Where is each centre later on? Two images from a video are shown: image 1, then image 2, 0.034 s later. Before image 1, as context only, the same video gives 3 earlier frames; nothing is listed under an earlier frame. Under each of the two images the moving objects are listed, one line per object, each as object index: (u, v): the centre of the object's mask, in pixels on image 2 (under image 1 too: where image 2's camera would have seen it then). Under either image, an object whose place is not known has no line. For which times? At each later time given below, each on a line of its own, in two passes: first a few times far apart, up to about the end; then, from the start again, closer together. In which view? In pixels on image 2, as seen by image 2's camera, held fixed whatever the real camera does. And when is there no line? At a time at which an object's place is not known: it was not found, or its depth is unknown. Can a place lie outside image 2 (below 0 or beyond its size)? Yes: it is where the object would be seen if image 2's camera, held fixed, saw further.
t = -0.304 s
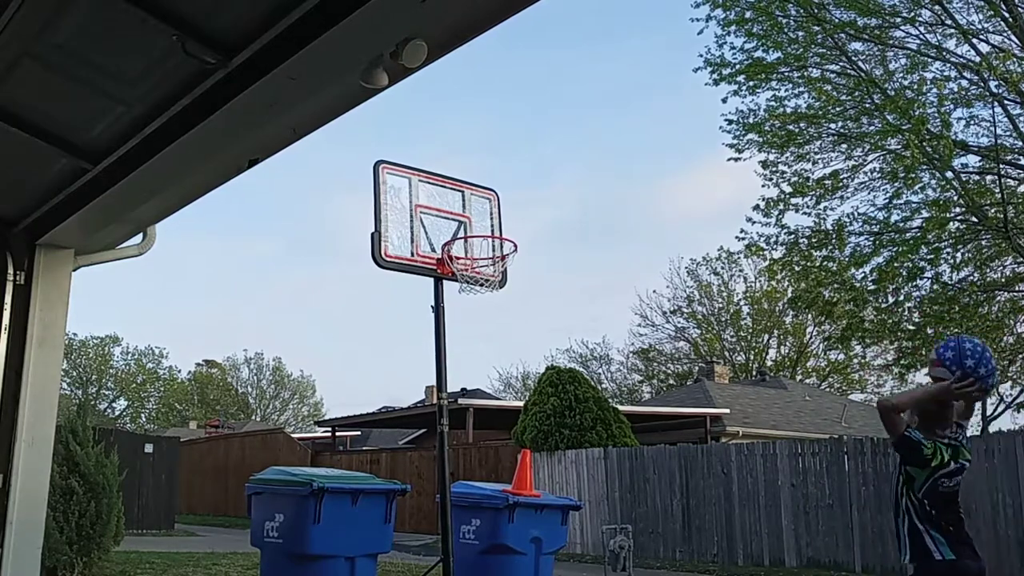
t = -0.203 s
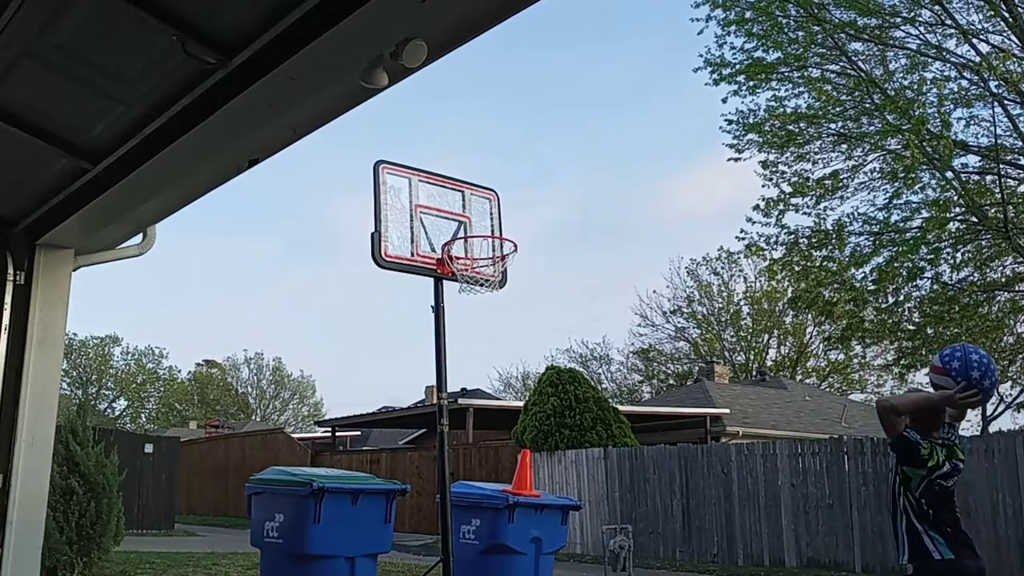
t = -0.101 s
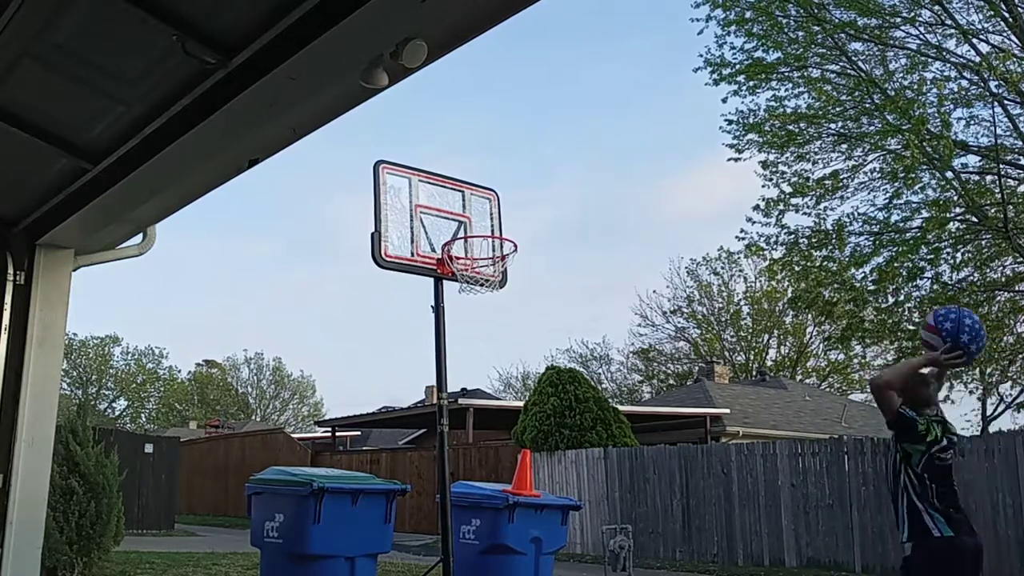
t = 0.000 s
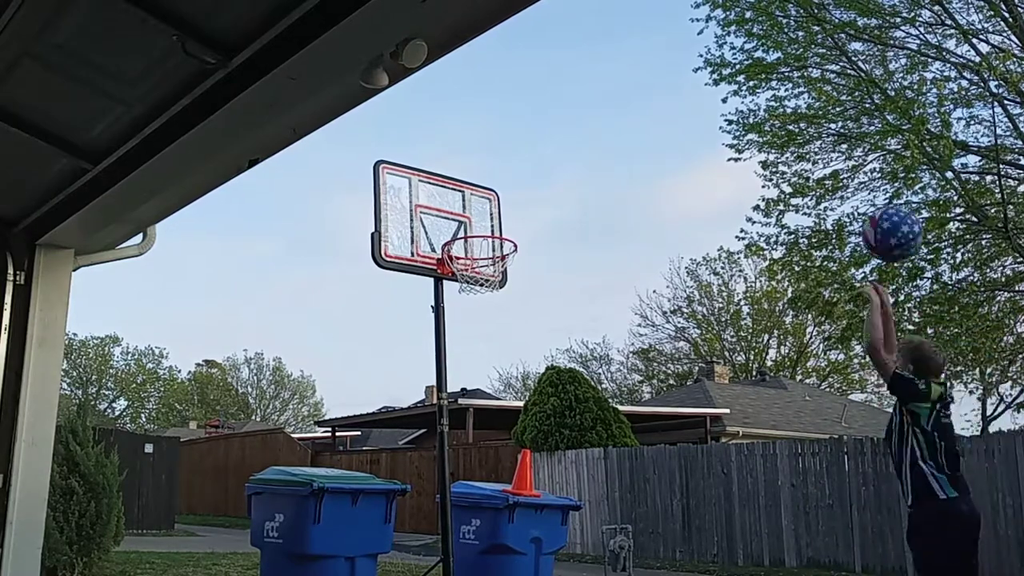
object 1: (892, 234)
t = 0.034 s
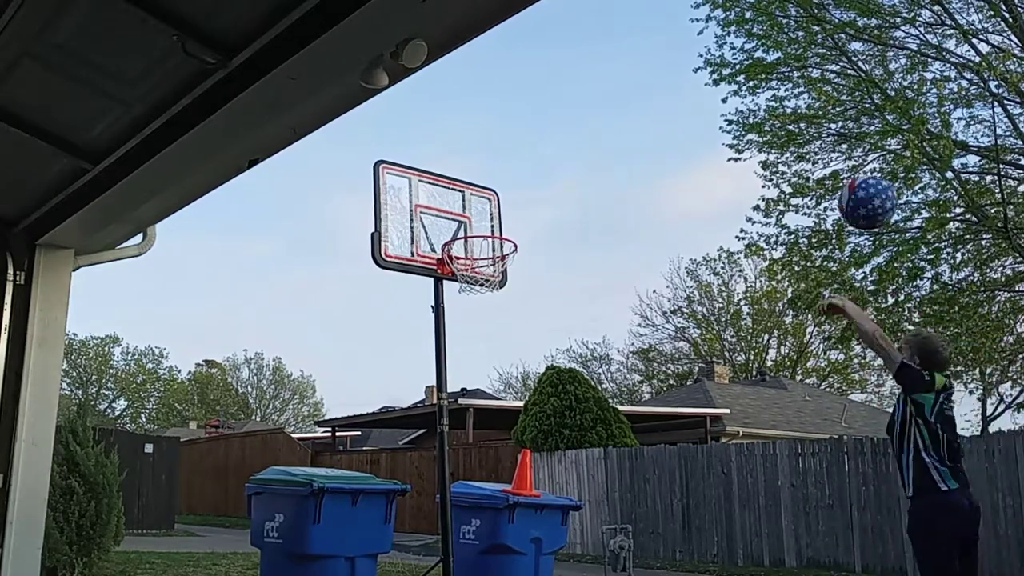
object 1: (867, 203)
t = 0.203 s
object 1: (762, 97)
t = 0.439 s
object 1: (650, 58)
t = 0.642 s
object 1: (574, 99)
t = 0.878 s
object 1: (498, 218)
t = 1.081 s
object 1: (465, 275)
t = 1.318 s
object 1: (478, 297)
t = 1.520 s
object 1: (491, 381)
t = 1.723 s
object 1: (503, 549)
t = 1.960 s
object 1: (530, 514)
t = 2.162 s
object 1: (561, 389)
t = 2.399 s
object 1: (600, 334)
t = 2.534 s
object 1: (623, 344)
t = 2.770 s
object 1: (670, 449)
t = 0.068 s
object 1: (844, 175)
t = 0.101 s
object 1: (823, 151)
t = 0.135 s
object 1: (802, 129)
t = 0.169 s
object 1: (782, 112)
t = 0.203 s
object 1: (762, 97)
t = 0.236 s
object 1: (744, 84)
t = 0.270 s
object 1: (727, 75)
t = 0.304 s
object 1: (710, 67)
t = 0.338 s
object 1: (695, 62)
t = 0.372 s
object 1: (679, 59)
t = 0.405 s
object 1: (664, 58)
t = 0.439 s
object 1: (650, 58)
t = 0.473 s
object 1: (636, 61)
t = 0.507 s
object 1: (623, 66)
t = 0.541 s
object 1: (610, 71)
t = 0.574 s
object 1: (597, 79)
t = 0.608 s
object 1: (585, 88)
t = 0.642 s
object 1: (574, 99)
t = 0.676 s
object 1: (562, 112)
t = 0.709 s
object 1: (551, 126)
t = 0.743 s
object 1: (540, 141)
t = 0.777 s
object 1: (529, 158)
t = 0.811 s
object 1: (518, 177)
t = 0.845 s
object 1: (508, 196)
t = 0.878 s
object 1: (498, 218)
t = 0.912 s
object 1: (487, 237)
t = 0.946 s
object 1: (478, 256)
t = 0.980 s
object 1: (468, 278)
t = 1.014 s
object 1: (462, 283)
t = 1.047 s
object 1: (464, 279)
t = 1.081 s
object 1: (465, 275)
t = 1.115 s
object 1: (467, 272)
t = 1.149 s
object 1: (469, 272)
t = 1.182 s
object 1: (471, 273)
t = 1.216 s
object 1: (473, 275)
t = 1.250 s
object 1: (475, 280)
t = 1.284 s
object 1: (476, 287)
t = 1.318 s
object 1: (478, 297)
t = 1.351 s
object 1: (481, 304)
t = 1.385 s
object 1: (483, 315)
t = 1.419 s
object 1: (484, 329)
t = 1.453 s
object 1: (486, 344)
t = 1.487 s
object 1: (488, 362)
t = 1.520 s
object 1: (491, 381)
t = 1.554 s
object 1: (493, 403)
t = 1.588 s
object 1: (495, 427)
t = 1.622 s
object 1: (496, 454)
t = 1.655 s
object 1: (498, 482)
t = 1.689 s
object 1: (501, 515)
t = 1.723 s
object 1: (503, 549)
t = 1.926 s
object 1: (524, 540)
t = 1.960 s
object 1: (530, 514)
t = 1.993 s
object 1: (536, 486)
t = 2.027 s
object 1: (541, 465)
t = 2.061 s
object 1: (546, 443)
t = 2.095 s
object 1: (551, 423)
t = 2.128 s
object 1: (557, 406)
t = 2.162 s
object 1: (561, 389)
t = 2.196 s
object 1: (568, 376)
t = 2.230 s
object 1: (572, 364)
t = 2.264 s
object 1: (578, 355)
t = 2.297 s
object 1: (583, 347)
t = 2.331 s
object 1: (589, 341)
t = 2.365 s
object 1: (594, 336)
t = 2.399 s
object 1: (600, 334)
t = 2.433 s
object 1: (606, 333)
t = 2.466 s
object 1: (612, 335)
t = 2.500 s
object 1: (618, 339)
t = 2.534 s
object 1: (623, 344)
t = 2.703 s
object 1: (656, 407)
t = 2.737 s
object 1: (663, 427)
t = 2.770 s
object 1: (670, 449)
